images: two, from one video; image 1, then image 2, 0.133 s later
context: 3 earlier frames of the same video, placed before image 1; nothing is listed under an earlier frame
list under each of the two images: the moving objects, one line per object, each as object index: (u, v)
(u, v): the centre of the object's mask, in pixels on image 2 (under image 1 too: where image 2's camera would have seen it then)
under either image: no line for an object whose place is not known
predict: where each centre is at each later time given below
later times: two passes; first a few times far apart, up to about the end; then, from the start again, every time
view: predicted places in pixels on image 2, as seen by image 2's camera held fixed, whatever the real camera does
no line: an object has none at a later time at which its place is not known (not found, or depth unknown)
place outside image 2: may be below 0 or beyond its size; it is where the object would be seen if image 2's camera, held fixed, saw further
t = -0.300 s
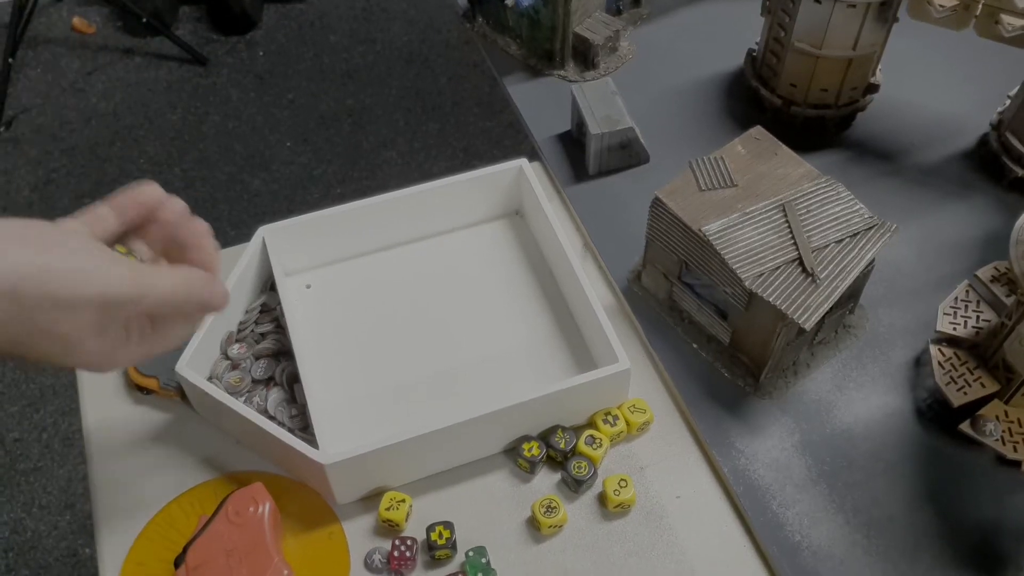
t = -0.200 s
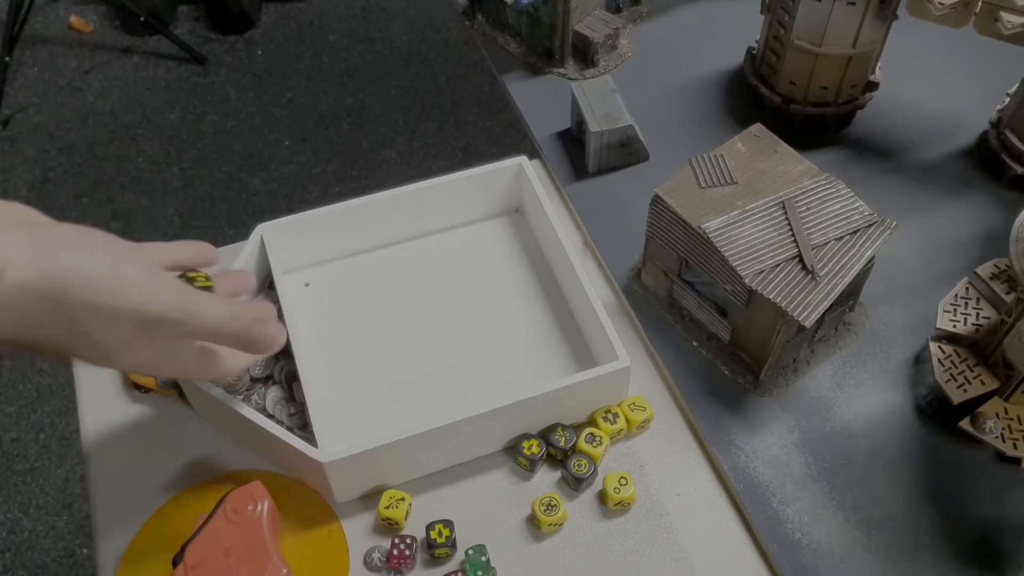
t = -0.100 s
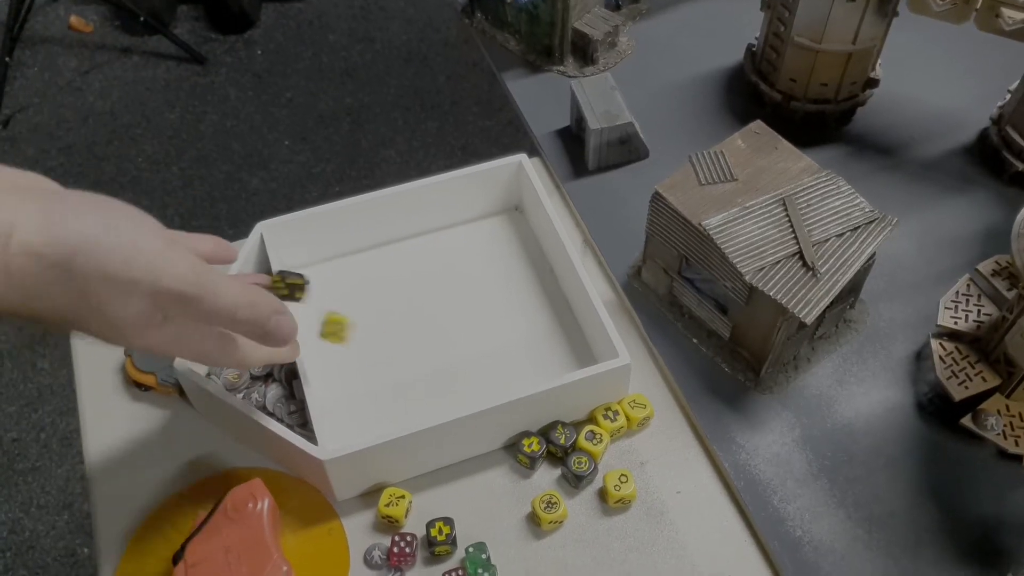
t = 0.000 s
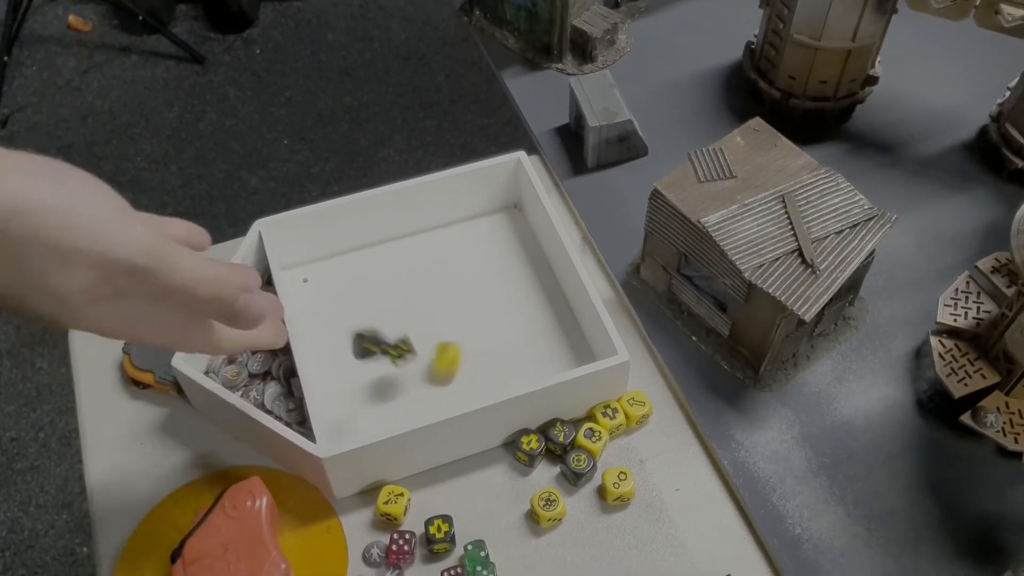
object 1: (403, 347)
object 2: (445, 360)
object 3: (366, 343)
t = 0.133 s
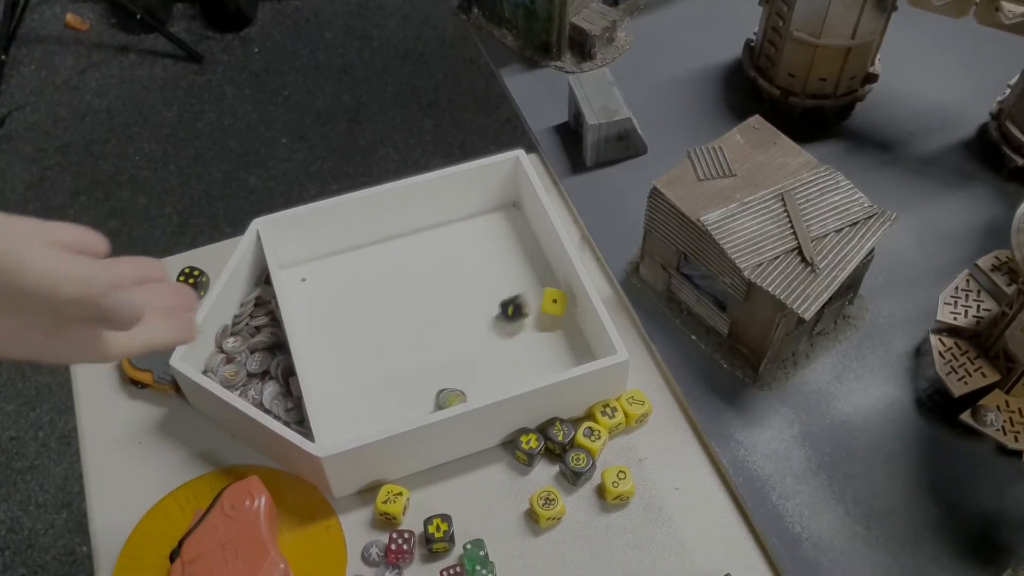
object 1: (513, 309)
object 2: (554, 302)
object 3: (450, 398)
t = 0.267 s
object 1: (512, 255)
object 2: (538, 317)
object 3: (486, 359)
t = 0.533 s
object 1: (494, 212)
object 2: (523, 263)
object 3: (489, 385)
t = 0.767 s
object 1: (474, 242)
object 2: (515, 264)
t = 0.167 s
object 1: (517, 295)
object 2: (557, 306)
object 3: (456, 393)
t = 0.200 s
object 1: (514, 279)
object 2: (552, 310)
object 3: (466, 381)
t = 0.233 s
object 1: (513, 267)
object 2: (546, 315)
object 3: (476, 371)
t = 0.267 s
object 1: (512, 255)
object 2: (538, 317)
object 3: (486, 359)
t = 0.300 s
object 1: (512, 244)
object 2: (529, 321)
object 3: (498, 347)
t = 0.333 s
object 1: (511, 236)
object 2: (527, 318)
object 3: (503, 343)
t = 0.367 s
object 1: (514, 227)
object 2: (534, 305)
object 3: (498, 352)
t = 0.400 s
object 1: (516, 219)
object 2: (540, 292)
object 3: (495, 359)
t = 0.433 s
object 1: (514, 216)
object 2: (543, 281)
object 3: (491, 366)
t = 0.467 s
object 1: (509, 214)
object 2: (538, 272)
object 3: (490, 374)
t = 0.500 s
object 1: (500, 214)
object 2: (529, 267)
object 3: (488, 380)
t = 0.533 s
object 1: (494, 212)
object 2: (523, 263)
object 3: (489, 385)
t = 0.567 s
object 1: (489, 217)
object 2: (519, 262)
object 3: (490, 388)
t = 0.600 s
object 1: (484, 222)
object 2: (516, 261)
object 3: (490, 391)
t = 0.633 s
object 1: (479, 226)
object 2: (515, 261)
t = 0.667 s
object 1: (476, 231)
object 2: (513, 263)
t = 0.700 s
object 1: (474, 235)
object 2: (513, 264)
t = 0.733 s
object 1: (473, 238)
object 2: (515, 265)
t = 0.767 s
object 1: (474, 242)
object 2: (515, 264)
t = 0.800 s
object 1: (477, 244)
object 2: (515, 264)
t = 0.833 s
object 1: (479, 245)
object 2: (515, 264)
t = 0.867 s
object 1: (482, 245)
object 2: (515, 264)
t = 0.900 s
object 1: (482, 243)
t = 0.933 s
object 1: (482, 242)
